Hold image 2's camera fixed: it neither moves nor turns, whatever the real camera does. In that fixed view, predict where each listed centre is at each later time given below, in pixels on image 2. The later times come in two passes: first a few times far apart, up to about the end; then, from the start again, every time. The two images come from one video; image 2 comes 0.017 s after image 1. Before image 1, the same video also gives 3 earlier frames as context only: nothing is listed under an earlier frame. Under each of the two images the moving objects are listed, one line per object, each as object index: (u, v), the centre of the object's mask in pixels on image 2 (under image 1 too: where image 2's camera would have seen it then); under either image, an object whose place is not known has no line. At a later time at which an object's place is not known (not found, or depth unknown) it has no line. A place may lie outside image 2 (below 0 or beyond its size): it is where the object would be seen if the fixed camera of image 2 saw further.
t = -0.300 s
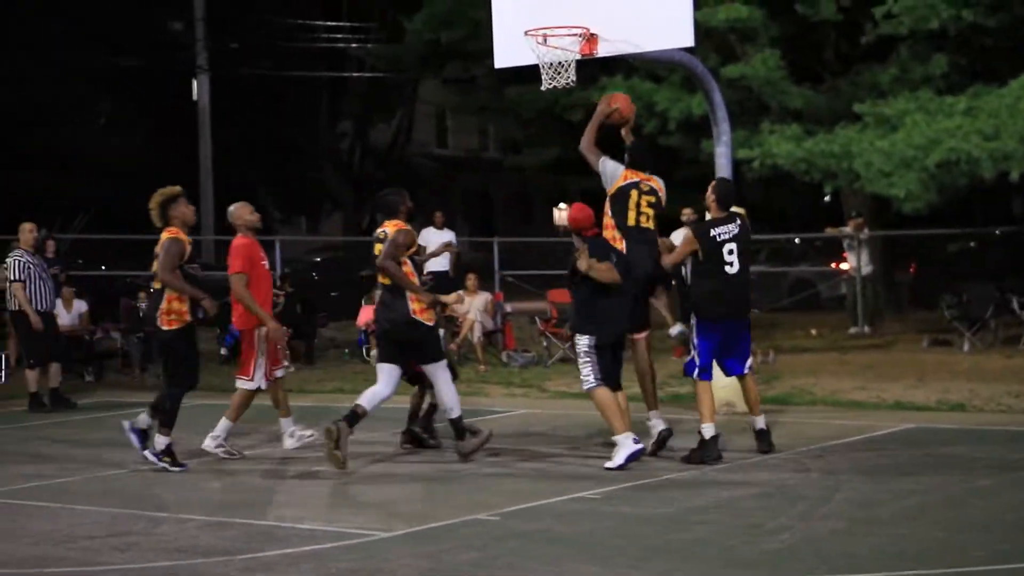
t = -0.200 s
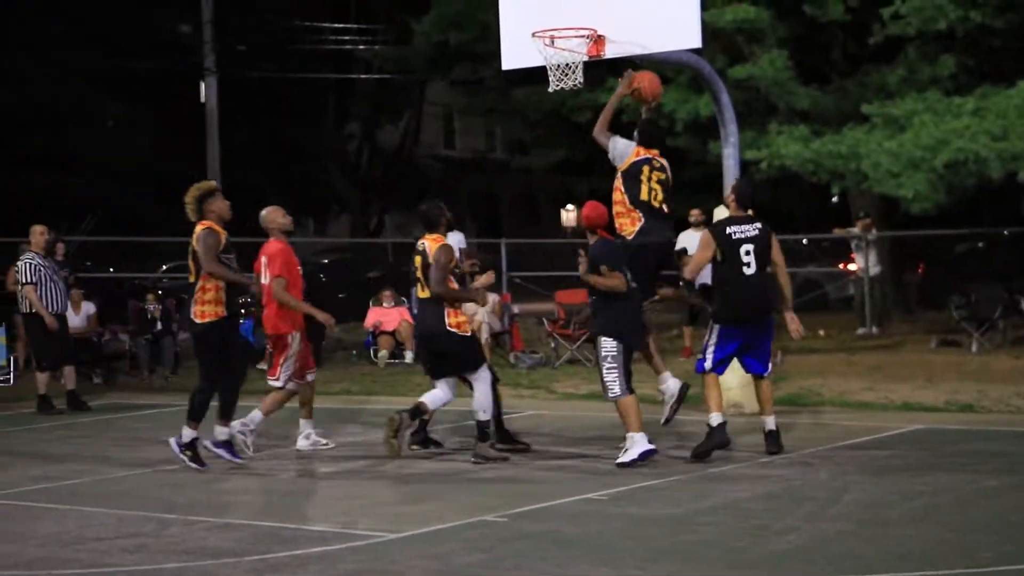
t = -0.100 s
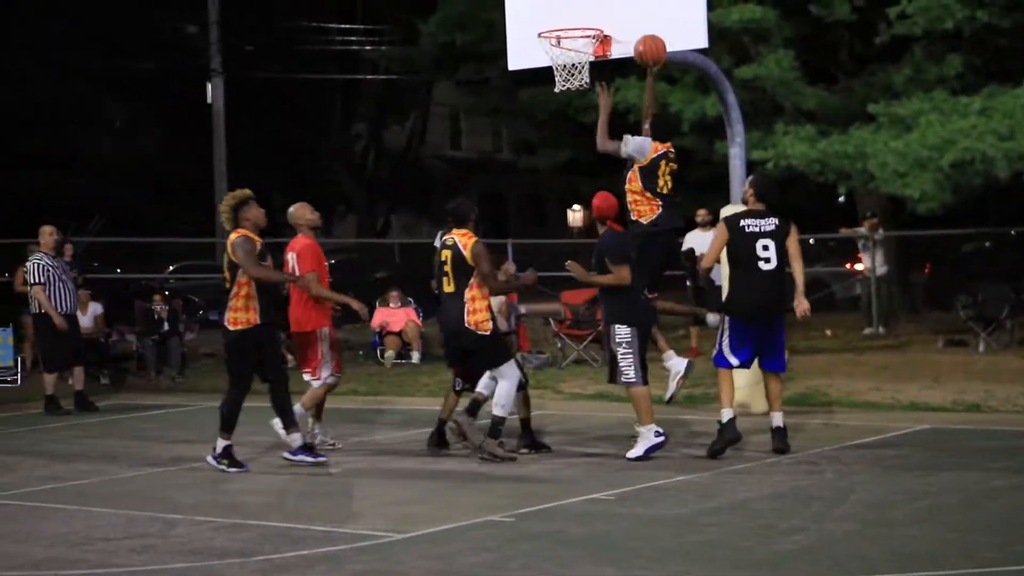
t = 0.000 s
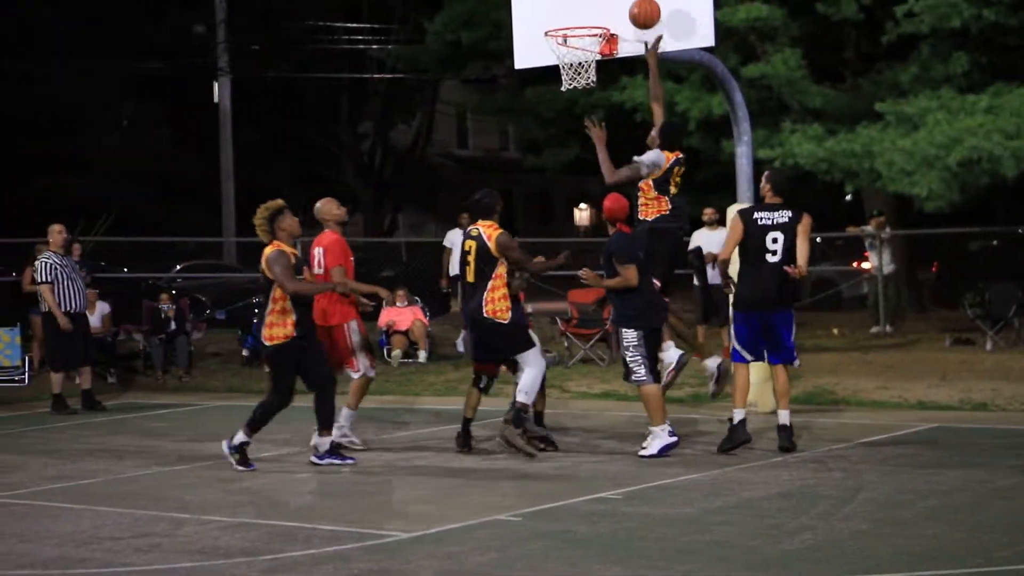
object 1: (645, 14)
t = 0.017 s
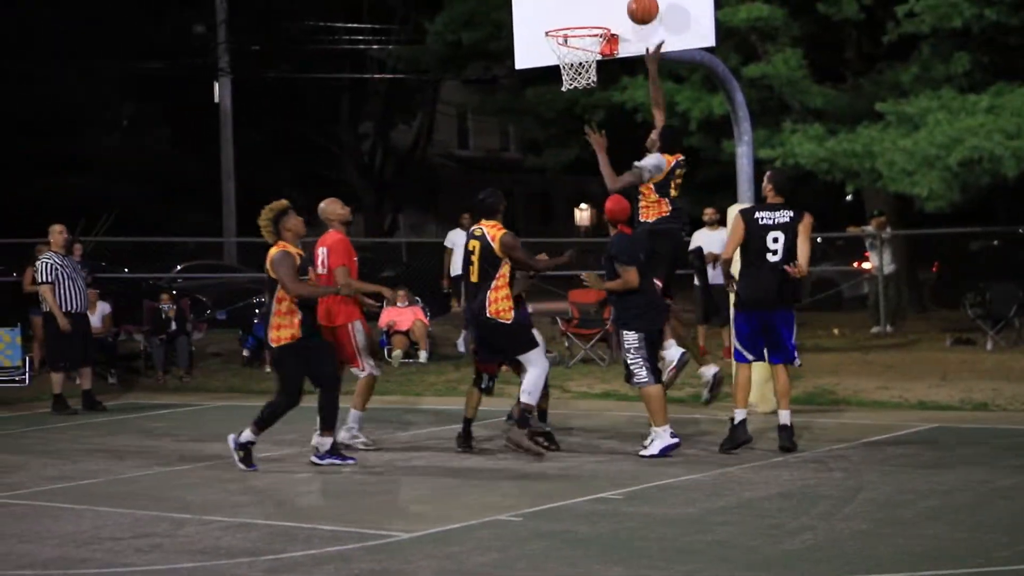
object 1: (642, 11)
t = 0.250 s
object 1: (602, -13)
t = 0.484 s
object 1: (568, 27)
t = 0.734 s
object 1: (564, 66)
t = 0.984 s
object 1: (554, 113)
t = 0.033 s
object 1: (640, 9)
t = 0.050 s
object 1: (638, 7)
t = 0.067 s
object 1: (635, 5)
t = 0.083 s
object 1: (633, 3)
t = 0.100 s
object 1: (630, 1)
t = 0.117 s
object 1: (628, 0)
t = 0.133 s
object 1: (625, -1)
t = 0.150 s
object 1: (621, -2)
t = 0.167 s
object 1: (618, -3)
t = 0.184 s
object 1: (615, -5)
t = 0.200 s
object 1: (612, -7)
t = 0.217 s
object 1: (608, -8)
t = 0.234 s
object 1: (605, -11)
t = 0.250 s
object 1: (602, -13)
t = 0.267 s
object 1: (598, -14)
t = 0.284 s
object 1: (595, -12)
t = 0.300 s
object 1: (591, -11)
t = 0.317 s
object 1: (587, -8)
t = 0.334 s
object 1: (583, -5)
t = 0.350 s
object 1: (579, -2)
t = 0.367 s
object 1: (575, 2)
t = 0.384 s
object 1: (572, 6)
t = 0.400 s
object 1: (568, 11)
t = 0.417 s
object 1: (565, 14)
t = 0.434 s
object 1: (562, 20)
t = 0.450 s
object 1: (559, 26)
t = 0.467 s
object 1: (563, 27)
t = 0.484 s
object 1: (568, 27)
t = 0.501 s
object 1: (573, 28)
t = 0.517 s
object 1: (578, 30)
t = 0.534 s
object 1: (583, 32)
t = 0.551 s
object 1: (588, 34)
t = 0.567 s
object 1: (592, 36)
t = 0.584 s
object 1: (589, 37)
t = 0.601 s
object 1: (587, 40)
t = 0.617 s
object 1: (582, 42)
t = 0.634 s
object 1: (580, 42)
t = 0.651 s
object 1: (577, 44)
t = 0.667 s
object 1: (575, 49)
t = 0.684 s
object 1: (573, 52)
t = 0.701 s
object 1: (570, 57)
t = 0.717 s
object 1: (567, 63)
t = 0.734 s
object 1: (564, 66)
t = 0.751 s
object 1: (561, 69)
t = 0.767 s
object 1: (562, 72)
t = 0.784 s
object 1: (562, 81)
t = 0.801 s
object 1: (559, 81)
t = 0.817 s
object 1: (559, 80)
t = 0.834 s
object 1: (558, 81)
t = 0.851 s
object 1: (557, 82)
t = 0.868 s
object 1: (557, 84)
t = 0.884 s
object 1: (556, 86)
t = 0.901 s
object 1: (556, 90)
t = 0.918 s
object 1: (556, 93)
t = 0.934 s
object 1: (555, 98)
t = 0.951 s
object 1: (555, 102)
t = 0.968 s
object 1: (554, 107)
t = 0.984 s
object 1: (554, 113)
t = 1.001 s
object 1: (554, 118)
